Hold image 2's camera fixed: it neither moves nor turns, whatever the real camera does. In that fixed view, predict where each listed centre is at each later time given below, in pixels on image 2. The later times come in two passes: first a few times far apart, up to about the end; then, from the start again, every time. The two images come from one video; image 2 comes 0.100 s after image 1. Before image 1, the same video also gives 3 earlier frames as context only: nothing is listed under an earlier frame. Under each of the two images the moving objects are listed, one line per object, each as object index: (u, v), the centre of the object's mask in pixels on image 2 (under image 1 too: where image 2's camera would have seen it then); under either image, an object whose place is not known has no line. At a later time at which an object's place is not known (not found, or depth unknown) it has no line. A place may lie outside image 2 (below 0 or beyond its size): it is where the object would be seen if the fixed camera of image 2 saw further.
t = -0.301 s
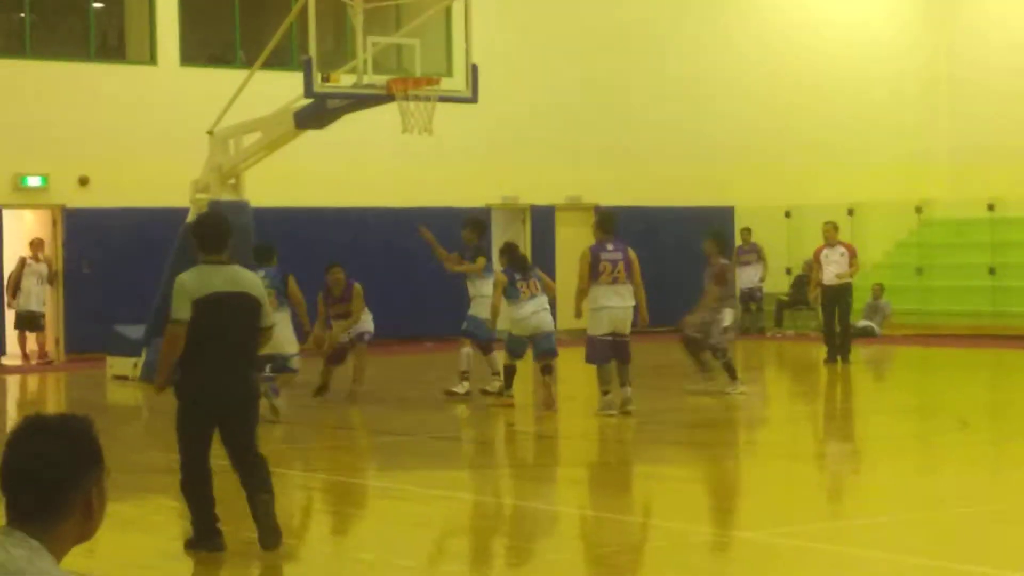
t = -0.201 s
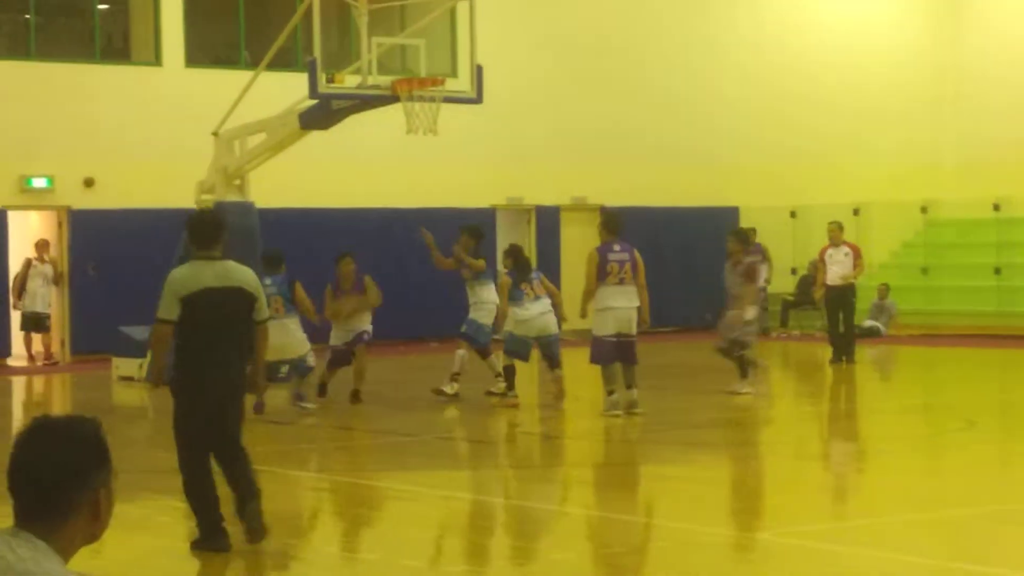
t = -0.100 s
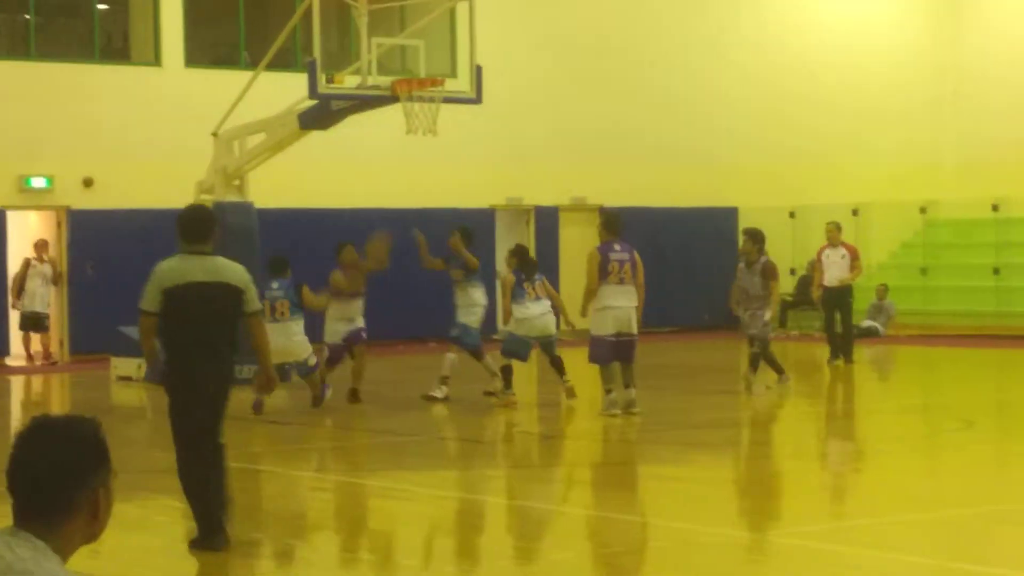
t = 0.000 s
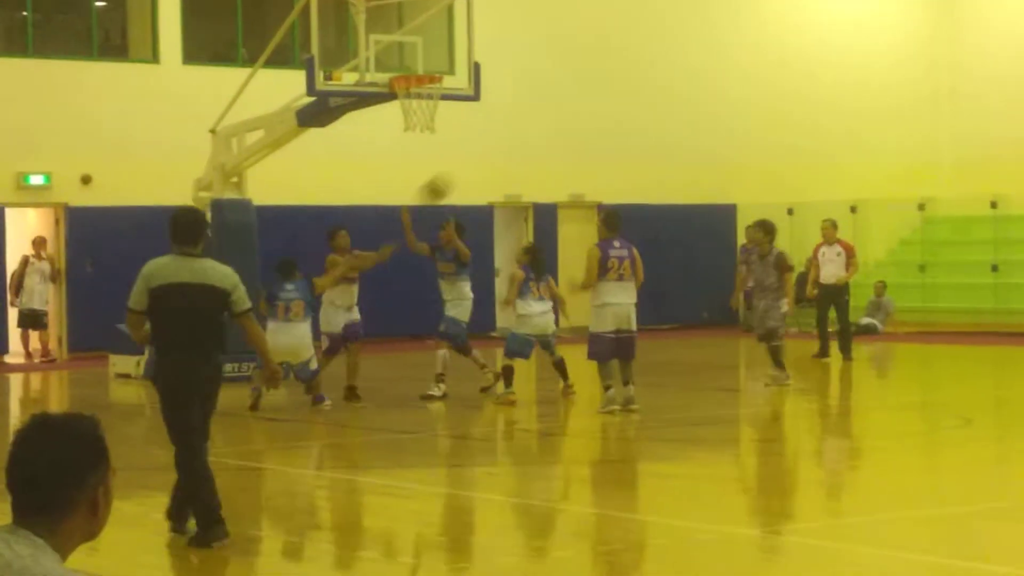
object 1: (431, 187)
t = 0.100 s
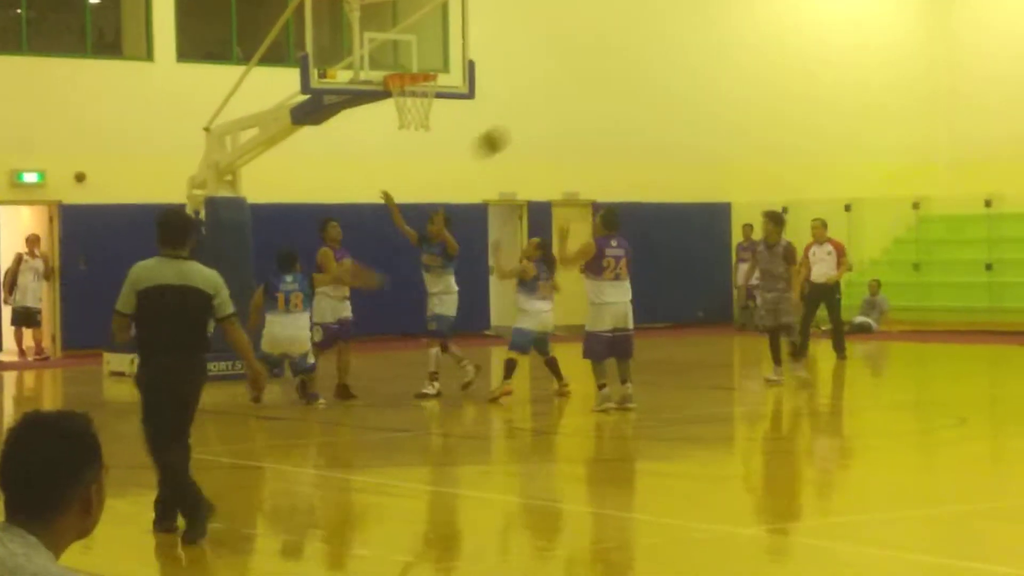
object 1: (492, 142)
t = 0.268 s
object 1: (599, 85)
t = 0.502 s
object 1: (760, 51)
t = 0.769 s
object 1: (960, 85)
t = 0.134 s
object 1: (513, 129)
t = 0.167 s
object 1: (534, 116)
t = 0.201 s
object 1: (555, 105)
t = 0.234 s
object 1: (578, 94)
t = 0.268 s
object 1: (599, 85)
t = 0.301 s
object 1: (621, 77)
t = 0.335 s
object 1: (643, 70)
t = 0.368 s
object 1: (666, 64)
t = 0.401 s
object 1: (689, 59)
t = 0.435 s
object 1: (712, 55)
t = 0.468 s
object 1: (736, 53)
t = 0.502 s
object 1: (760, 51)
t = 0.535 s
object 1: (783, 51)
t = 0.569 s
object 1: (808, 52)
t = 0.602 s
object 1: (831, 54)
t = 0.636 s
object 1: (857, 58)
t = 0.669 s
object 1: (882, 62)
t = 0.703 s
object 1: (908, 68)
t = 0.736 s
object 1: (934, 76)
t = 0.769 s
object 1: (960, 85)
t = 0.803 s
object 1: (986, 95)
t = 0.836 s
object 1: (1015, 106)
